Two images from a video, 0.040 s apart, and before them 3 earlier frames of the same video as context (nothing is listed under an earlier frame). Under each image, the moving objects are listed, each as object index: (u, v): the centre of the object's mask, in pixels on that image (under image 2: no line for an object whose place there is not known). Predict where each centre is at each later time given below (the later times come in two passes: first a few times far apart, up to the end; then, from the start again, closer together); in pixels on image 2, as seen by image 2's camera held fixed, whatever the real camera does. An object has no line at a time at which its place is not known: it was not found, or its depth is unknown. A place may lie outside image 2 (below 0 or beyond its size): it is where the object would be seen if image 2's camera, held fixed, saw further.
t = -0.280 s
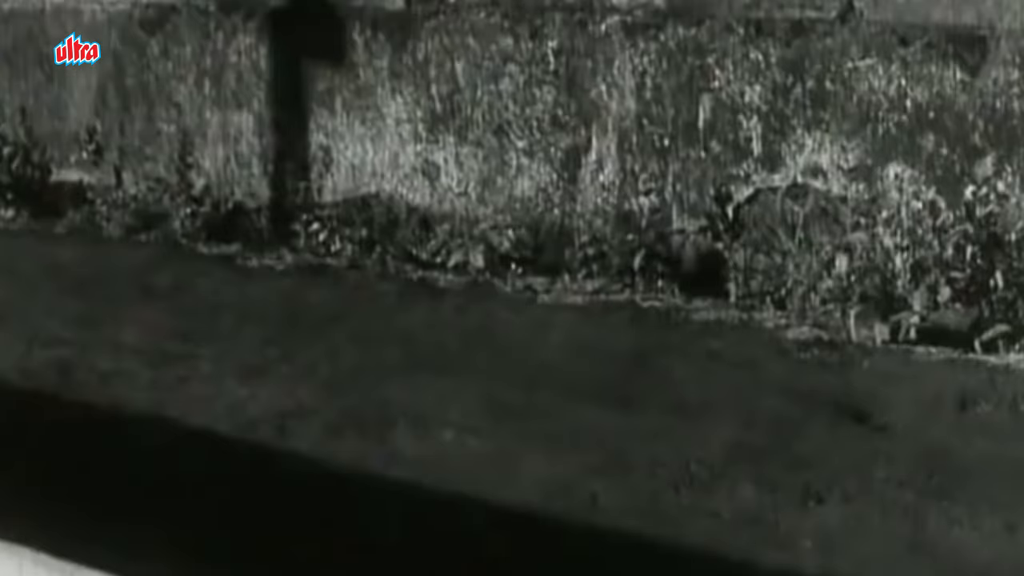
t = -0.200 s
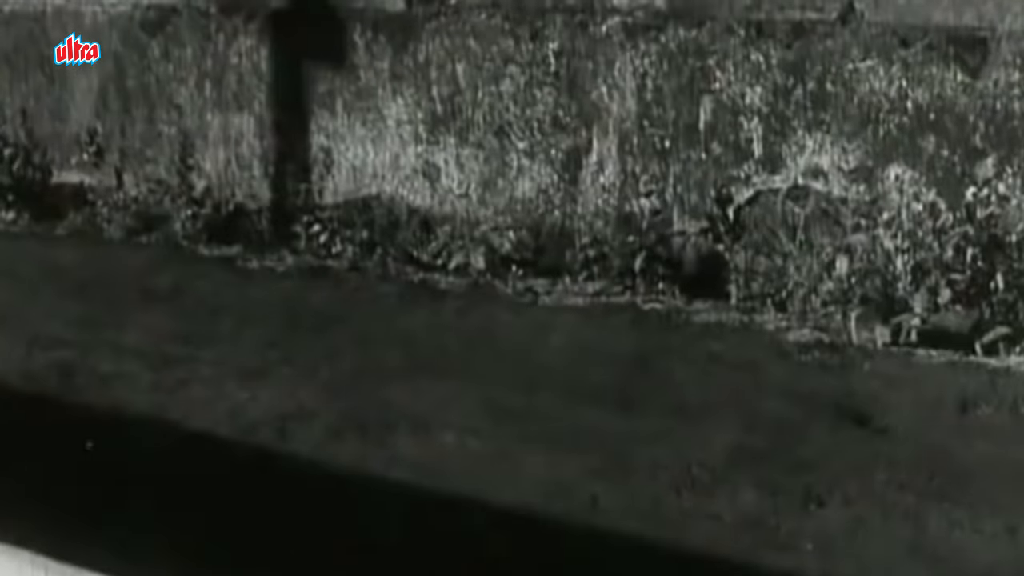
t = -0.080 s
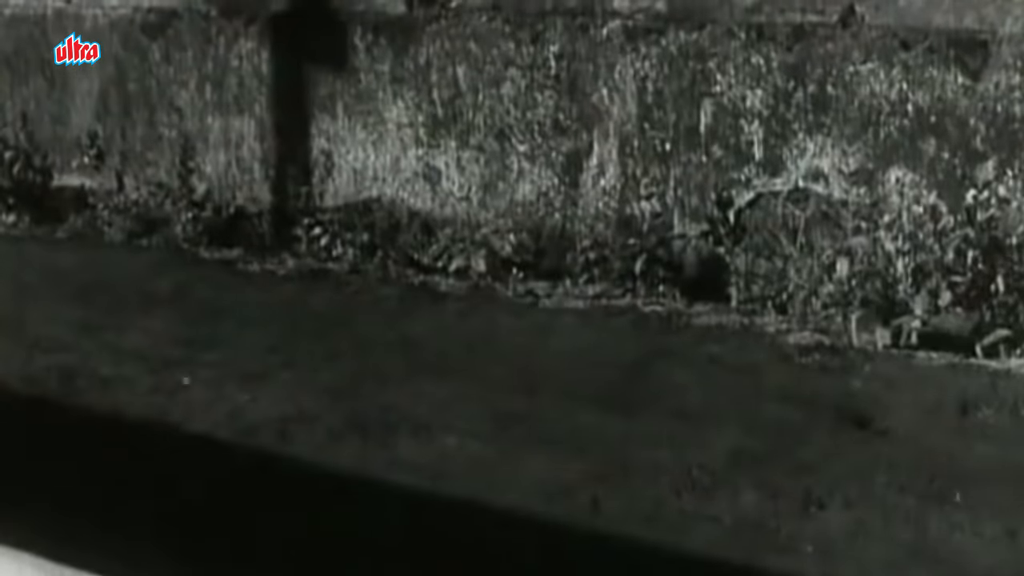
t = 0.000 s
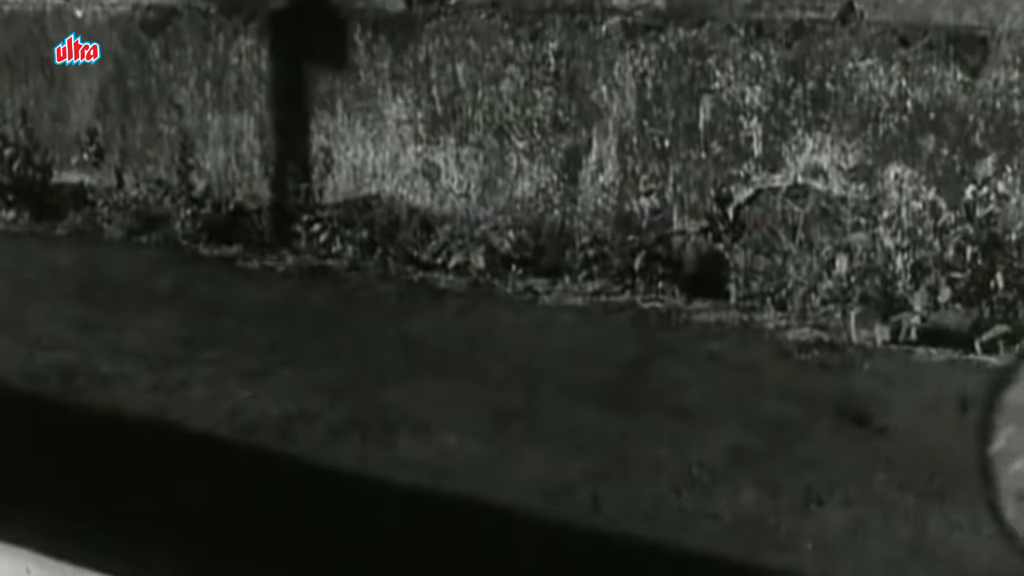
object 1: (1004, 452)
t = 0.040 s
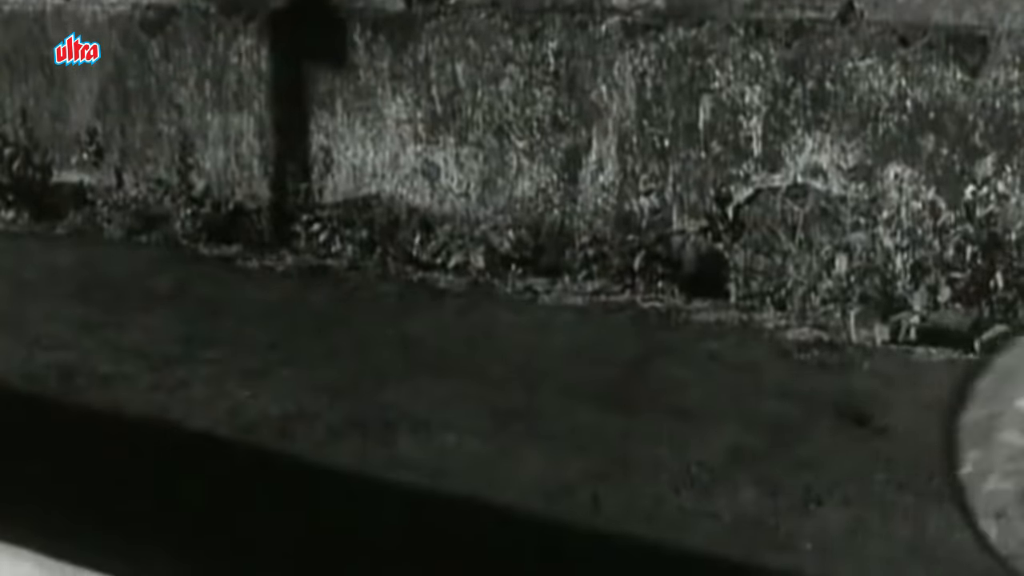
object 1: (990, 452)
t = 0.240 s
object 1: (926, 407)
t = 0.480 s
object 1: (820, 371)
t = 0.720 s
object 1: (645, 339)
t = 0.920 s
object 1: (516, 311)
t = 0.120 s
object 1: (964, 427)
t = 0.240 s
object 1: (926, 407)
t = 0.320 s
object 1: (900, 392)
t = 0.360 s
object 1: (886, 382)
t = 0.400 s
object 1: (869, 375)
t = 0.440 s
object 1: (845, 369)
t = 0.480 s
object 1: (820, 371)
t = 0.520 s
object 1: (790, 366)
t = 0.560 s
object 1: (762, 366)
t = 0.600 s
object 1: (734, 357)
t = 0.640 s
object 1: (705, 351)
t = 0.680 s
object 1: (676, 347)
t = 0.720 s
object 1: (645, 339)
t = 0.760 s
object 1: (617, 330)
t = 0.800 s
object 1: (590, 322)
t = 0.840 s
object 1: (564, 317)
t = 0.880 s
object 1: (539, 313)
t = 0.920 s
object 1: (516, 311)
